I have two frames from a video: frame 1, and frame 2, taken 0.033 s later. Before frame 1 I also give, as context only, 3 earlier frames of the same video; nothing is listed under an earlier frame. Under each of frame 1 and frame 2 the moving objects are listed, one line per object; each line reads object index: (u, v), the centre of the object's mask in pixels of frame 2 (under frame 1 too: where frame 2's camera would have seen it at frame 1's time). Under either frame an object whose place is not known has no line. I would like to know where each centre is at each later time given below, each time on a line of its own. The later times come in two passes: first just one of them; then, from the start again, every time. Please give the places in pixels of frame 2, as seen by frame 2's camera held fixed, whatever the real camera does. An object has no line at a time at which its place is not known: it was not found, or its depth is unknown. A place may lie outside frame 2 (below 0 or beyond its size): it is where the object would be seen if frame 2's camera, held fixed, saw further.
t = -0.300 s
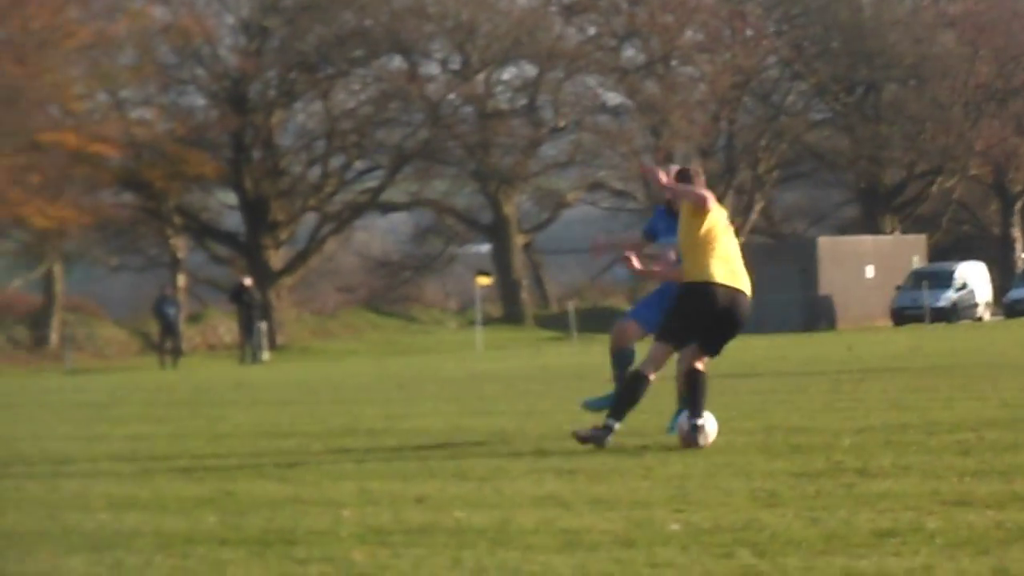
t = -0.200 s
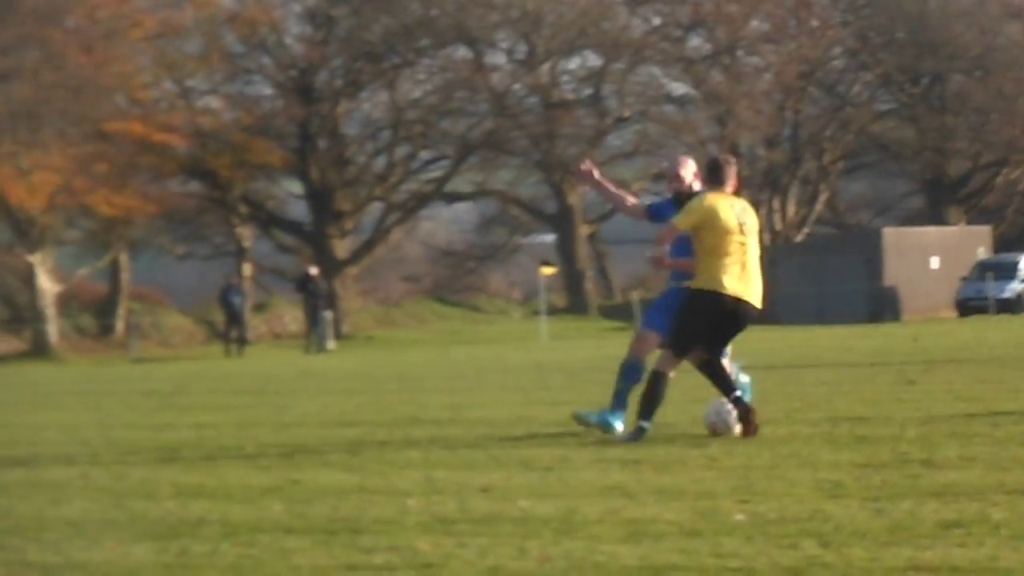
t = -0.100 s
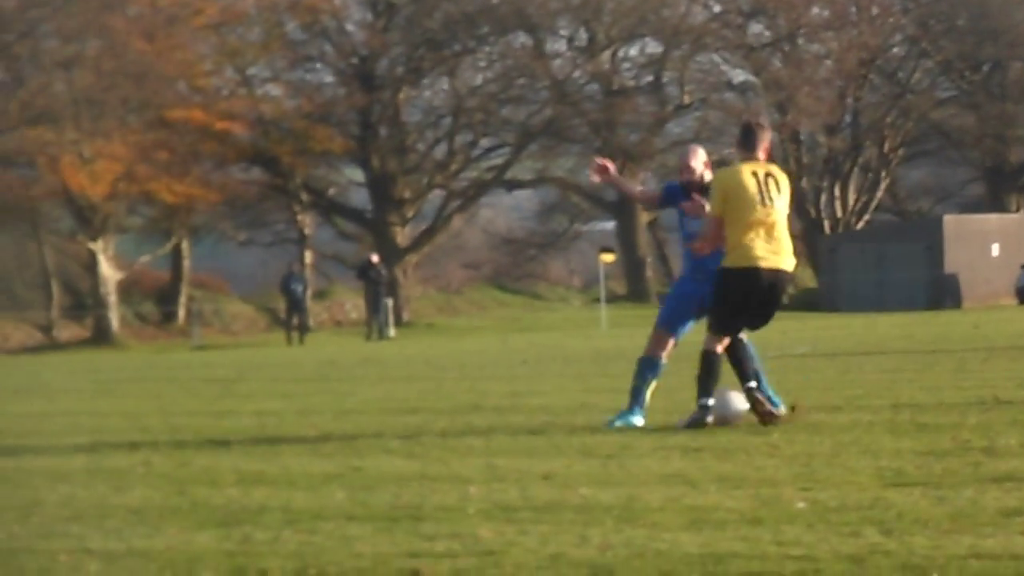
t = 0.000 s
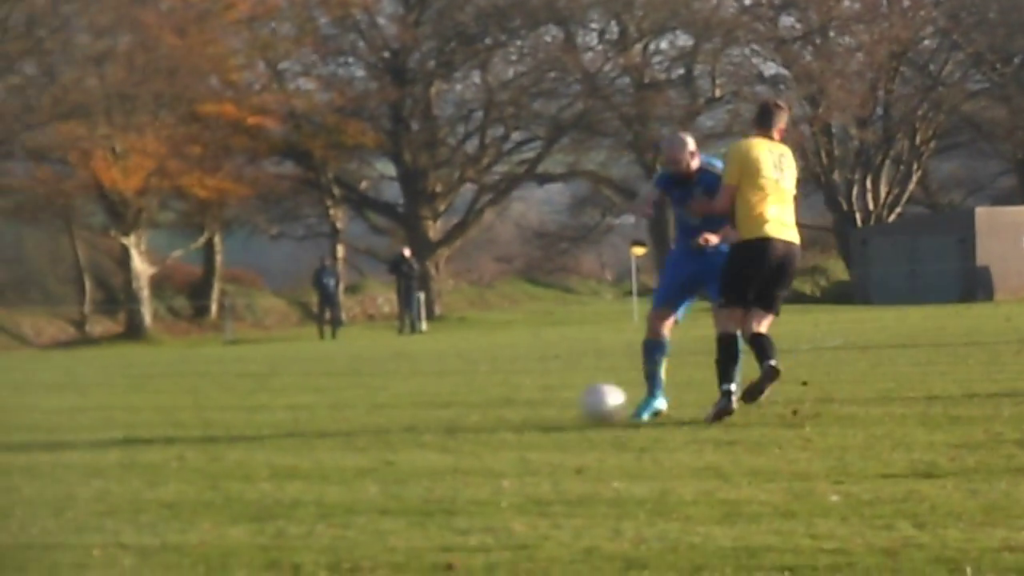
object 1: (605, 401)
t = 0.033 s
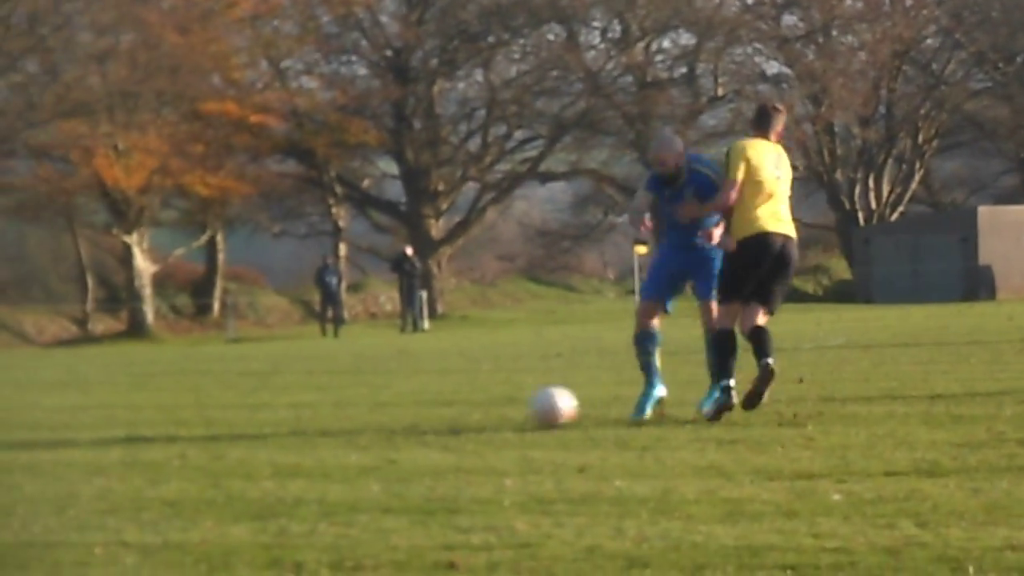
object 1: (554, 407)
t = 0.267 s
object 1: (206, 432)
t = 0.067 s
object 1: (501, 414)
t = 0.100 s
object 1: (449, 417)
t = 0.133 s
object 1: (400, 419)
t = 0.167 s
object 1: (351, 420)
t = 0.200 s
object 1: (302, 424)
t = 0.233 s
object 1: (253, 428)
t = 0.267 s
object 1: (206, 432)
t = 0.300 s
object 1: (158, 434)
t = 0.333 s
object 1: (112, 437)
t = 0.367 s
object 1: (65, 439)
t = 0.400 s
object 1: (19, 442)
